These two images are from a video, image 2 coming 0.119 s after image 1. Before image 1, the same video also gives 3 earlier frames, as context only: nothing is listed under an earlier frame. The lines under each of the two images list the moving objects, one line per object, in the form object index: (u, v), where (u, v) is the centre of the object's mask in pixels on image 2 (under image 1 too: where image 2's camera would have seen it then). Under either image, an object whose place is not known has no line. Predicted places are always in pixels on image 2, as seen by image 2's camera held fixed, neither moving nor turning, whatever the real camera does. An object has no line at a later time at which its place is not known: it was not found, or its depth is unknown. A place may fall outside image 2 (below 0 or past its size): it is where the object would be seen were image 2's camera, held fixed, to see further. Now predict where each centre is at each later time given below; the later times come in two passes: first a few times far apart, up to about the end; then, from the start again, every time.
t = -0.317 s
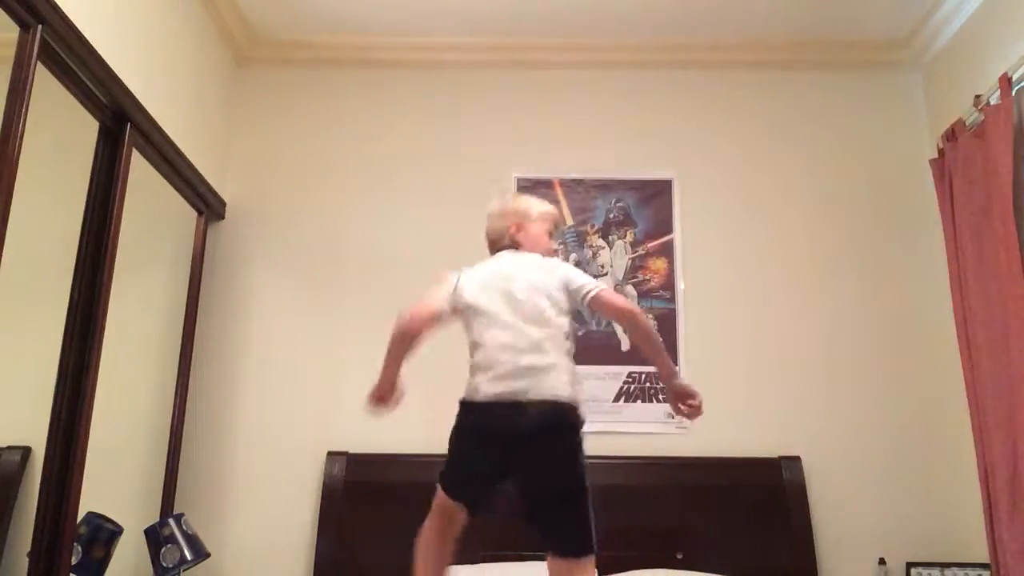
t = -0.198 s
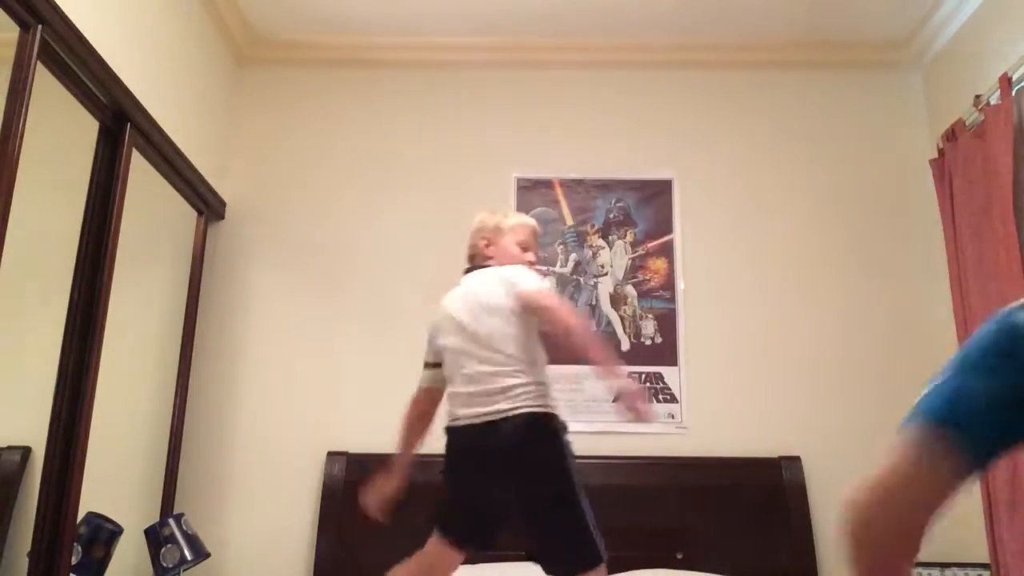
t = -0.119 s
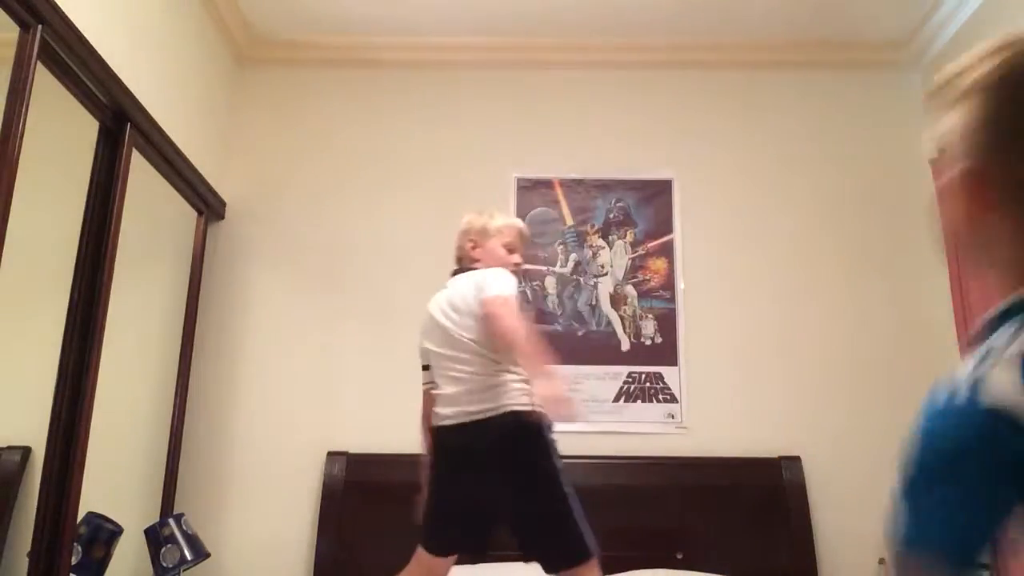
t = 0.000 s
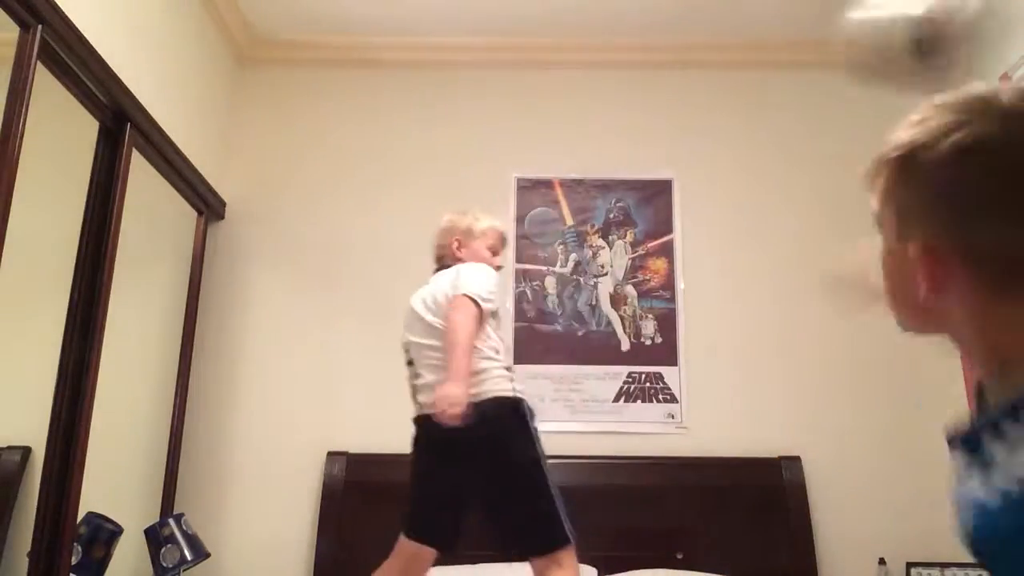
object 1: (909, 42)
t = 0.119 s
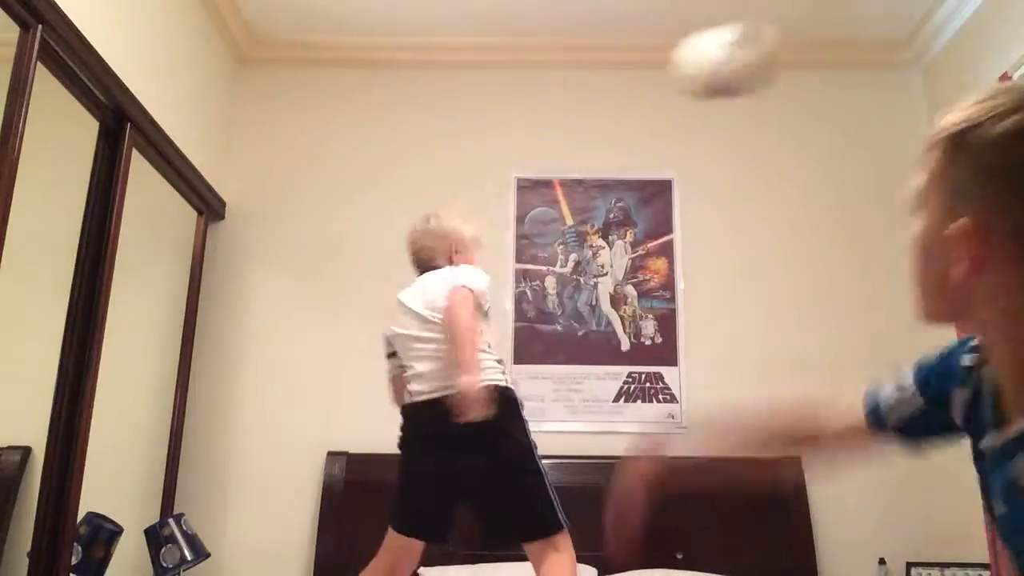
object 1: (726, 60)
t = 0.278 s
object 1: (590, 115)
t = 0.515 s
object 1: (534, 74)
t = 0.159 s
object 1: (675, 68)
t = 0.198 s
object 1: (645, 85)
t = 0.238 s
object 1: (611, 99)
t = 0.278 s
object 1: (590, 115)
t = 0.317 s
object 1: (566, 132)
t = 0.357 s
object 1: (563, 113)
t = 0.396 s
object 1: (555, 99)
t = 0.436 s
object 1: (548, 88)
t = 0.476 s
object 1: (542, 79)
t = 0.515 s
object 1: (534, 74)
